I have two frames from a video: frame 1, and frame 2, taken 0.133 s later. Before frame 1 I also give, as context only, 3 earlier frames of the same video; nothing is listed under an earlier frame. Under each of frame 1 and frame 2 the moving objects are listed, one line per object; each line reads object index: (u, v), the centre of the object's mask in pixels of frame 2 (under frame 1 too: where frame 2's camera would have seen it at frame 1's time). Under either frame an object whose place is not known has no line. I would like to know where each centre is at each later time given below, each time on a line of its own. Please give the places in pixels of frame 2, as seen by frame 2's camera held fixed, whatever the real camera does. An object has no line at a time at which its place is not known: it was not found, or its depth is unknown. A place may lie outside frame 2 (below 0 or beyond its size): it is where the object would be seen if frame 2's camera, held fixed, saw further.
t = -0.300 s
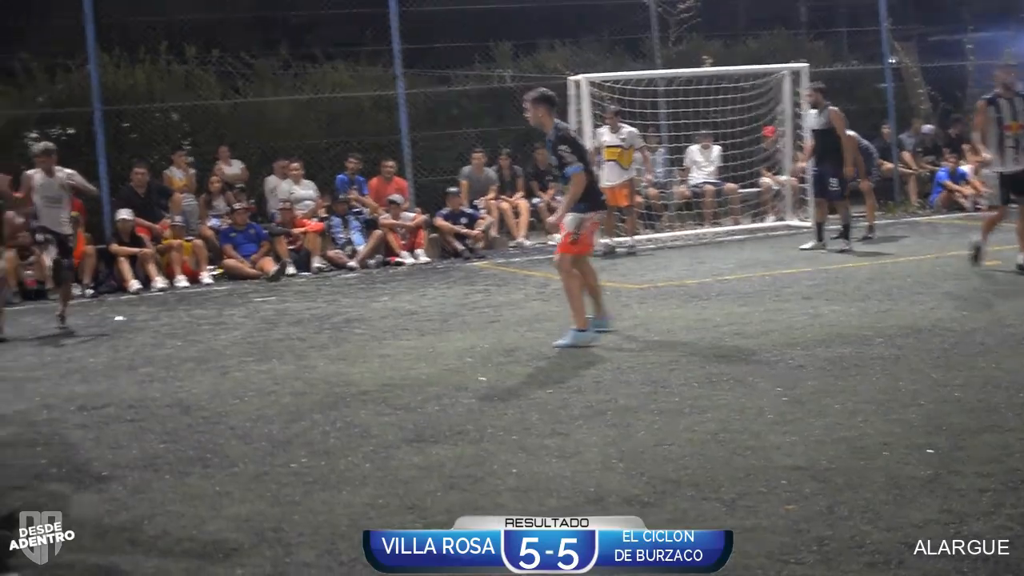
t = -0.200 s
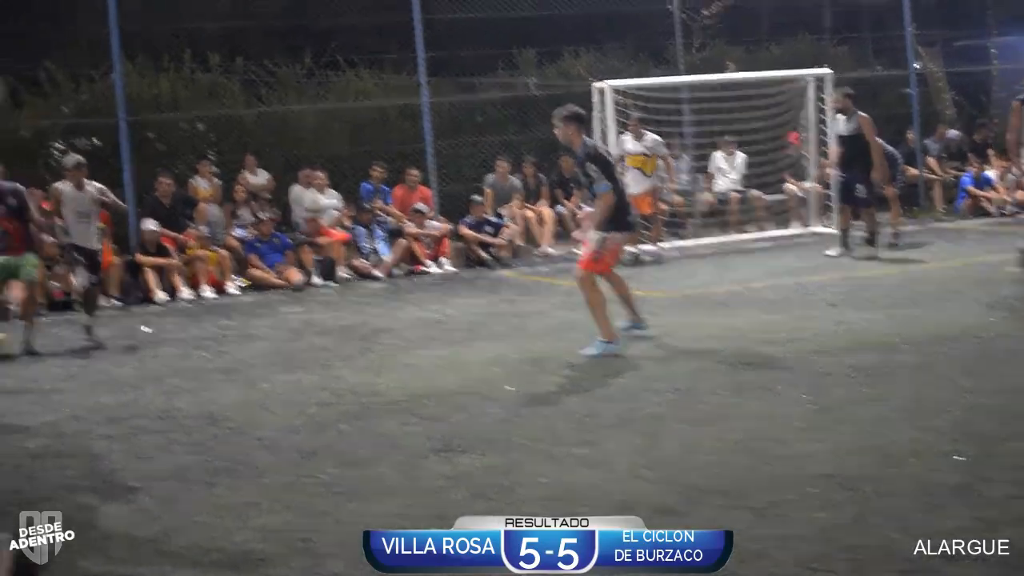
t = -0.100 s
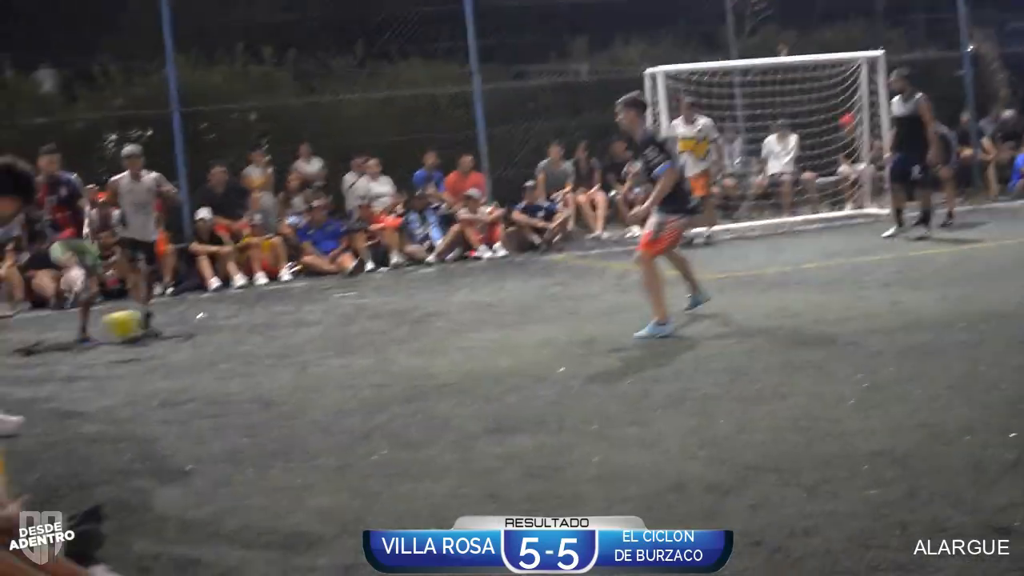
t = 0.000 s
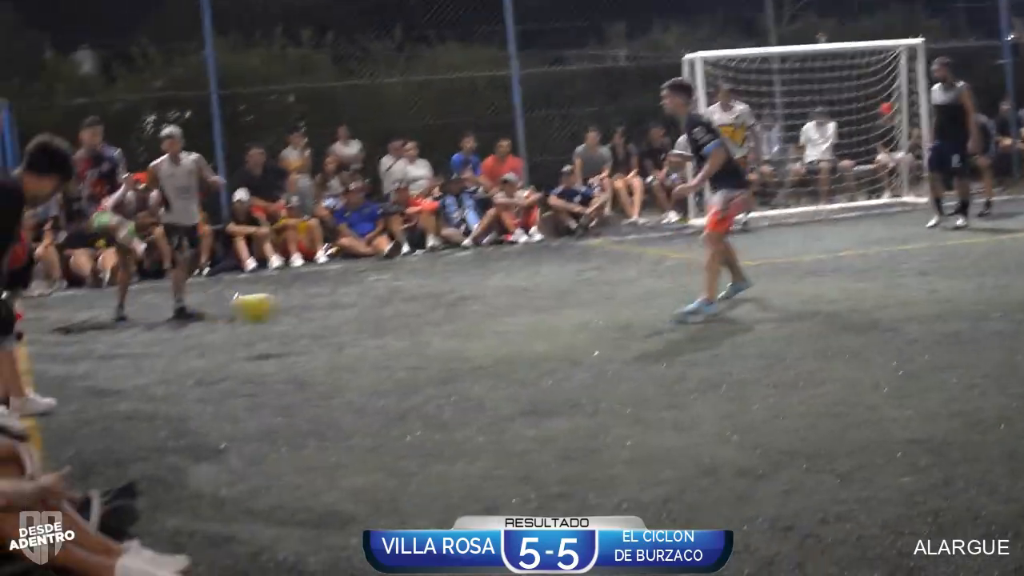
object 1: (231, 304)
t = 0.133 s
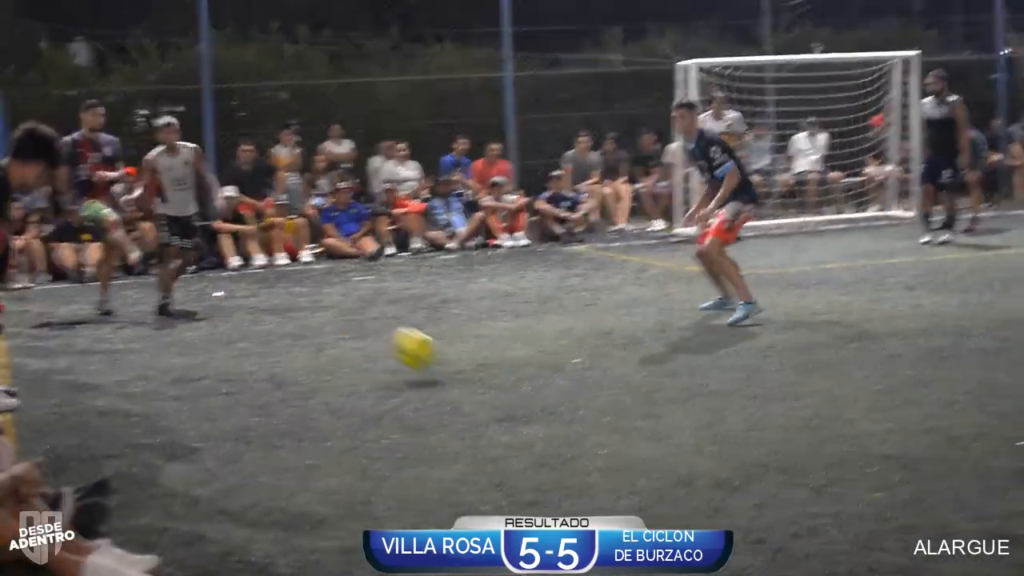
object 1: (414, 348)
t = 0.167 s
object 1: (467, 367)
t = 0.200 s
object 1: (519, 371)
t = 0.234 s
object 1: (572, 374)
